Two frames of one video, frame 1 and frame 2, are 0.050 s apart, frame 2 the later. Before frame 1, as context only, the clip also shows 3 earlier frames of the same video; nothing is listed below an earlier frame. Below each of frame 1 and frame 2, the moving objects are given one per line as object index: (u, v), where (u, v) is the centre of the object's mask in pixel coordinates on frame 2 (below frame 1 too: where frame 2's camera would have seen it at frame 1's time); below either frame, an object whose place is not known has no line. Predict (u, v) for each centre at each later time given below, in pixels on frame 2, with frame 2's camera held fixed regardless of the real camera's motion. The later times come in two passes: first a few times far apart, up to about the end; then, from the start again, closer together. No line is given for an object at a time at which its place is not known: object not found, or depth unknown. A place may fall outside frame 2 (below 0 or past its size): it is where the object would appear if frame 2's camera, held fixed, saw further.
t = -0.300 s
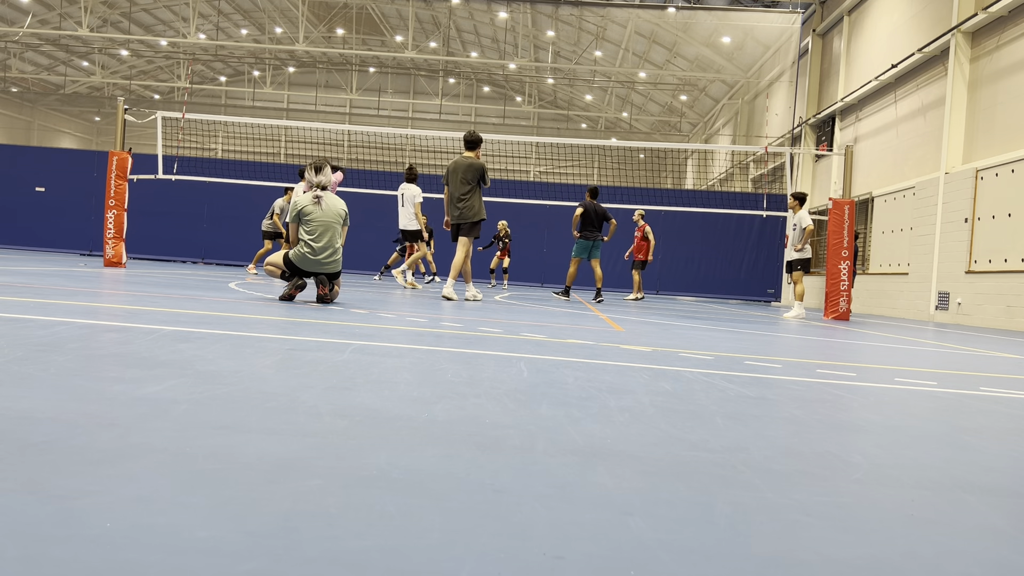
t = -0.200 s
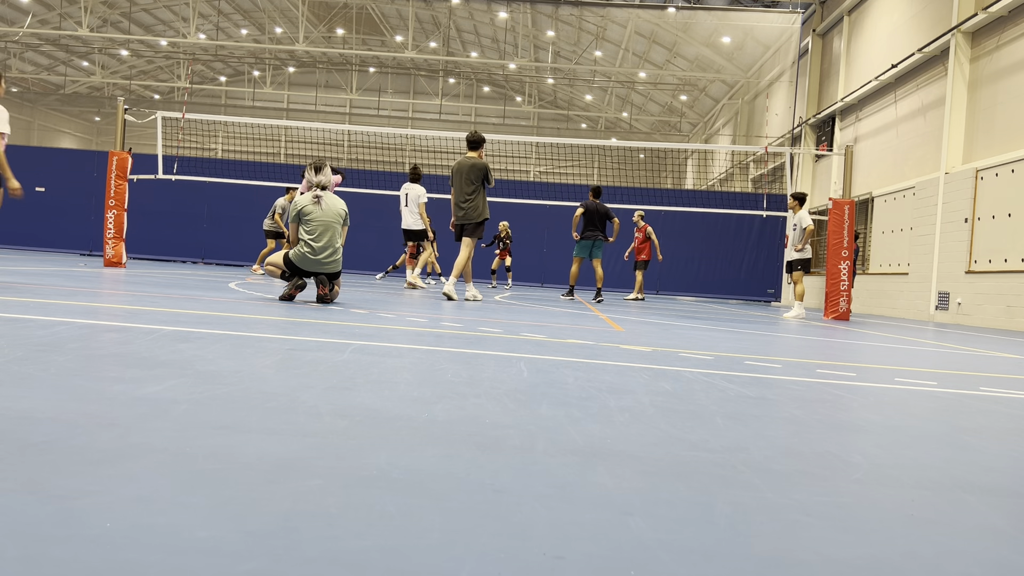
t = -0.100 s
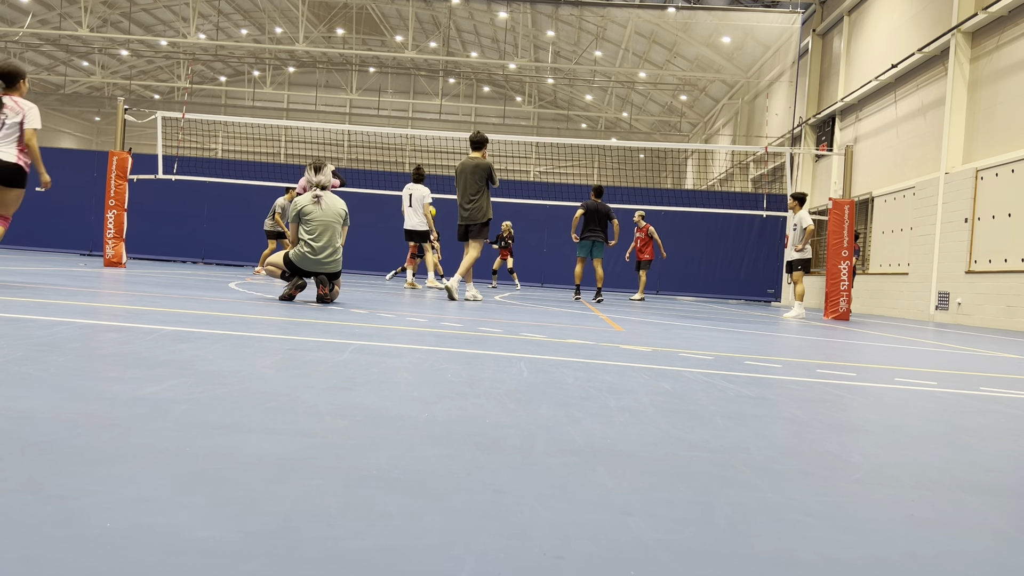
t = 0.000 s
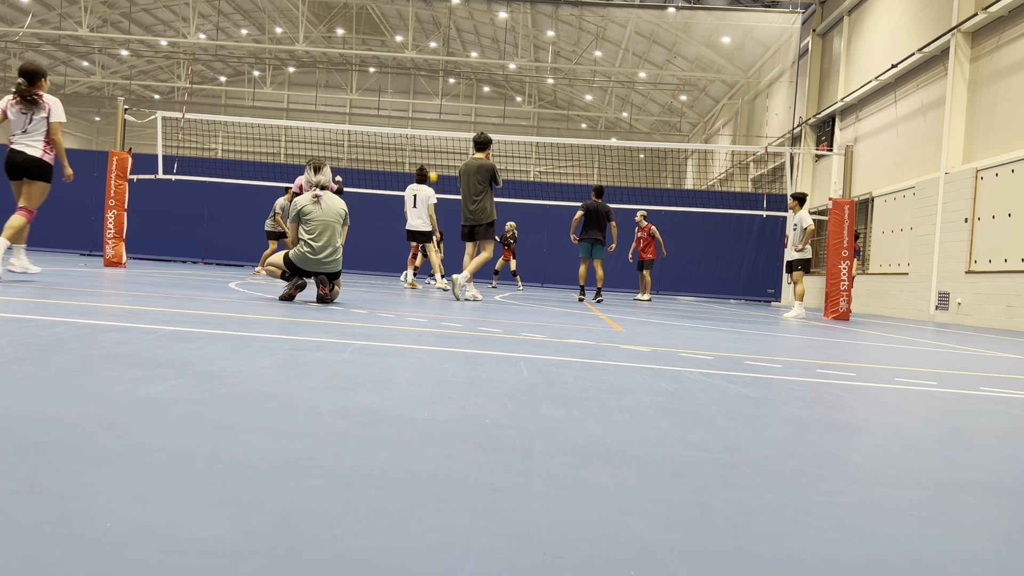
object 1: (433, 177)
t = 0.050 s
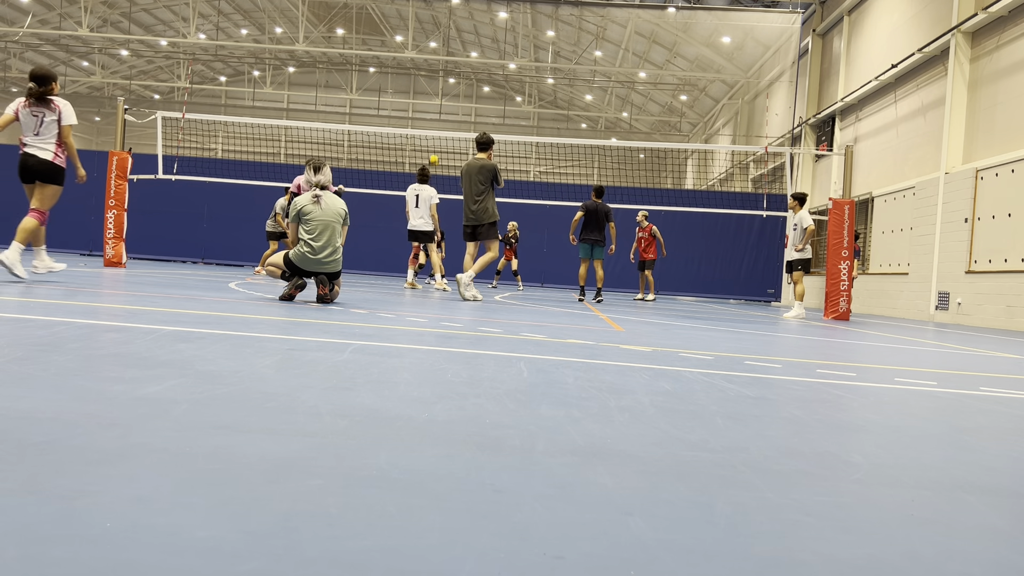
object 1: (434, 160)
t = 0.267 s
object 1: (438, 103)
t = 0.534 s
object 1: (441, 58)
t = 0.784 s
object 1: (441, 49)
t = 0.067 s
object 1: (434, 155)
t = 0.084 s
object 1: (434, 151)
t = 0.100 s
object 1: (435, 146)
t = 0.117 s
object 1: (435, 141)
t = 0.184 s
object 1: (436, 123)
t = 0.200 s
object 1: (437, 118)
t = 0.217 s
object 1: (437, 114)
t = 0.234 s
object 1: (437, 110)
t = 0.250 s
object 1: (438, 107)
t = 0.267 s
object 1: (438, 103)
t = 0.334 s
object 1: (439, 88)
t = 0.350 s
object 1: (439, 85)
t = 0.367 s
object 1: (439, 82)
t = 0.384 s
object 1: (439, 79)
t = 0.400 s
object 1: (439, 76)
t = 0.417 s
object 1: (440, 73)
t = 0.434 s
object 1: (440, 71)
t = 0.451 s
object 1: (440, 68)
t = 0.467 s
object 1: (440, 66)
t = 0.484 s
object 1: (440, 64)
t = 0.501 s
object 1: (441, 62)
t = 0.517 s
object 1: (440, 60)
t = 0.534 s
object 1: (441, 58)
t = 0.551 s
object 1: (440, 56)
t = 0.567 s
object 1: (441, 55)
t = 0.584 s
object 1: (441, 53)
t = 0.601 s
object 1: (441, 52)
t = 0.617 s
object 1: (441, 51)
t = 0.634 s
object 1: (441, 50)
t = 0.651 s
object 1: (441, 49)
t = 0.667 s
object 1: (441, 49)
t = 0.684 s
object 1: (441, 49)
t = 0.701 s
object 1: (441, 48)
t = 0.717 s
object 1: (441, 48)
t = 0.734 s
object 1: (441, 48)
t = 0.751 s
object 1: (441, 48)
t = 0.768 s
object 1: (441, 49)
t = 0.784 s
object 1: (441, 49)
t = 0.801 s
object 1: (440, 50)
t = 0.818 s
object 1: (440, 50)
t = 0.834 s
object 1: (440, 51)
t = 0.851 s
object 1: (440, 53)
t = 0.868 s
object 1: (440, 54)
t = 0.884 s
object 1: (440, 56)
